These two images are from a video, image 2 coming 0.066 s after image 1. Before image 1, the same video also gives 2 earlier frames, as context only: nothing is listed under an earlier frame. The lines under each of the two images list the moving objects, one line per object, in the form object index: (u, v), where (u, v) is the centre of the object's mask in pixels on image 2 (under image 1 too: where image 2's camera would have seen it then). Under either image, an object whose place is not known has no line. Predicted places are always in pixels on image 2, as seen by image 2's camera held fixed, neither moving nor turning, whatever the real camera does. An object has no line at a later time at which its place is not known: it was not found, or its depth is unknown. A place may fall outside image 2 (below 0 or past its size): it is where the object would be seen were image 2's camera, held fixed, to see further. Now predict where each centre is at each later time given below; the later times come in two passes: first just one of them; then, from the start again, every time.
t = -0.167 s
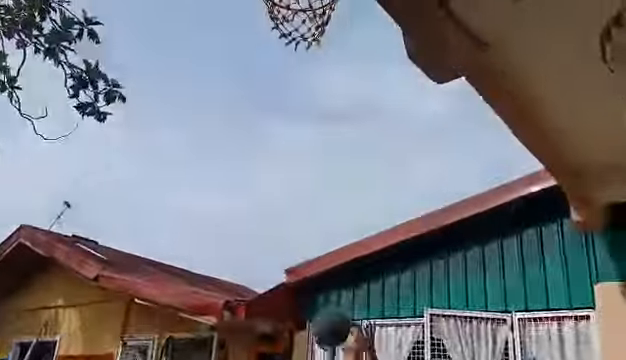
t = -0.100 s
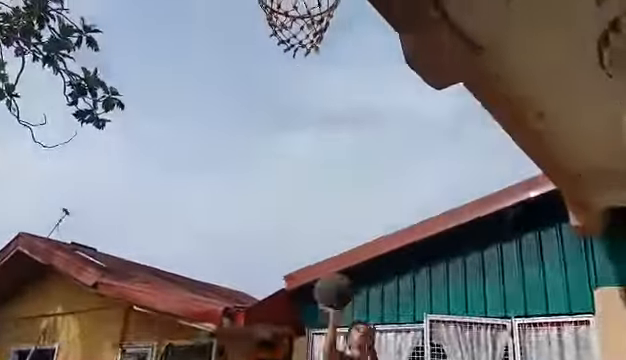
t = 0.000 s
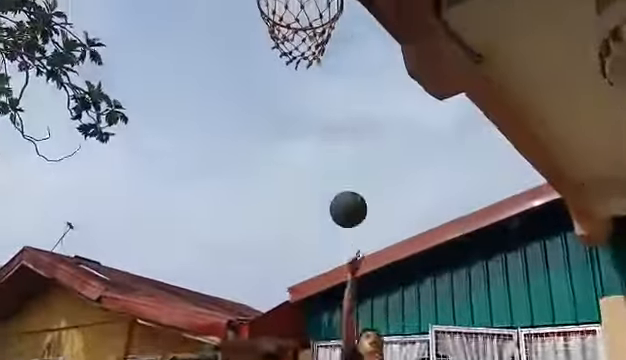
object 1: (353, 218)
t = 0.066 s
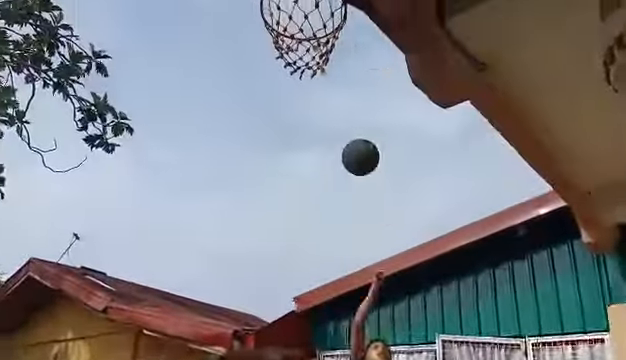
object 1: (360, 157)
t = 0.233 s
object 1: (371, 33)
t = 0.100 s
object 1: (363, 128)
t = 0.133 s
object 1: (367, 101)
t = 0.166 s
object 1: (370, 76)
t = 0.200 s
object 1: (373, 51)
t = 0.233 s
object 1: (371, 33)
